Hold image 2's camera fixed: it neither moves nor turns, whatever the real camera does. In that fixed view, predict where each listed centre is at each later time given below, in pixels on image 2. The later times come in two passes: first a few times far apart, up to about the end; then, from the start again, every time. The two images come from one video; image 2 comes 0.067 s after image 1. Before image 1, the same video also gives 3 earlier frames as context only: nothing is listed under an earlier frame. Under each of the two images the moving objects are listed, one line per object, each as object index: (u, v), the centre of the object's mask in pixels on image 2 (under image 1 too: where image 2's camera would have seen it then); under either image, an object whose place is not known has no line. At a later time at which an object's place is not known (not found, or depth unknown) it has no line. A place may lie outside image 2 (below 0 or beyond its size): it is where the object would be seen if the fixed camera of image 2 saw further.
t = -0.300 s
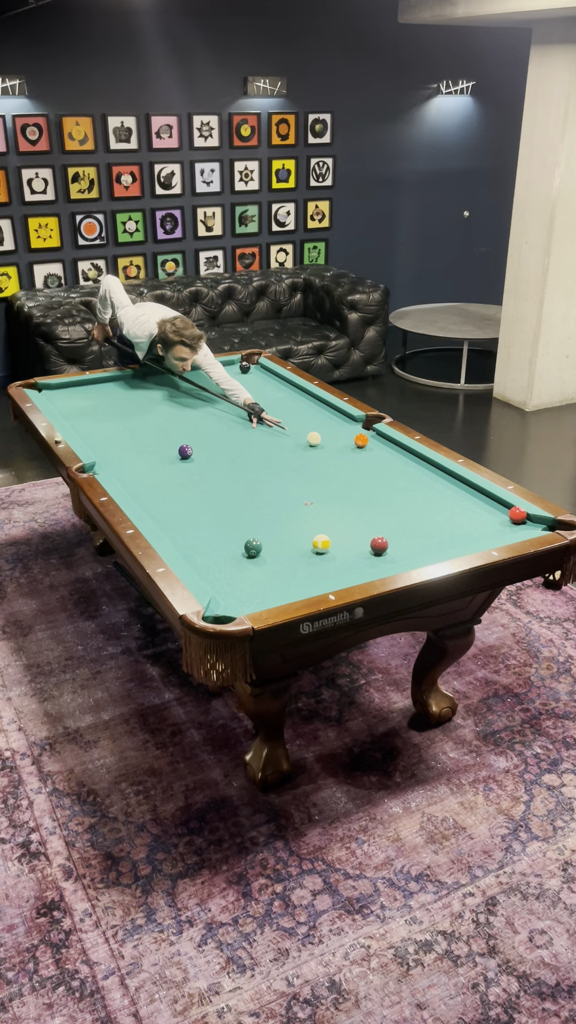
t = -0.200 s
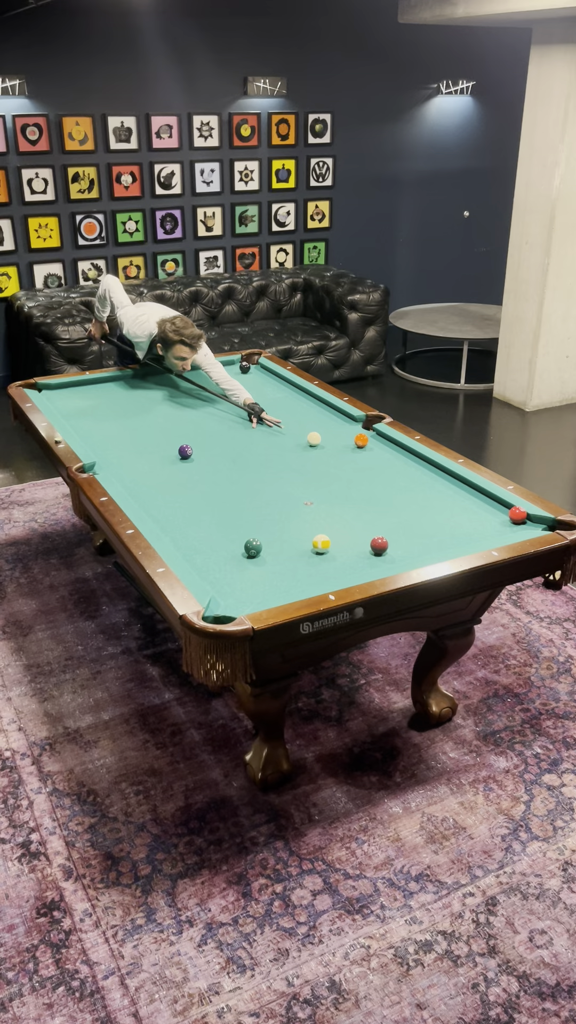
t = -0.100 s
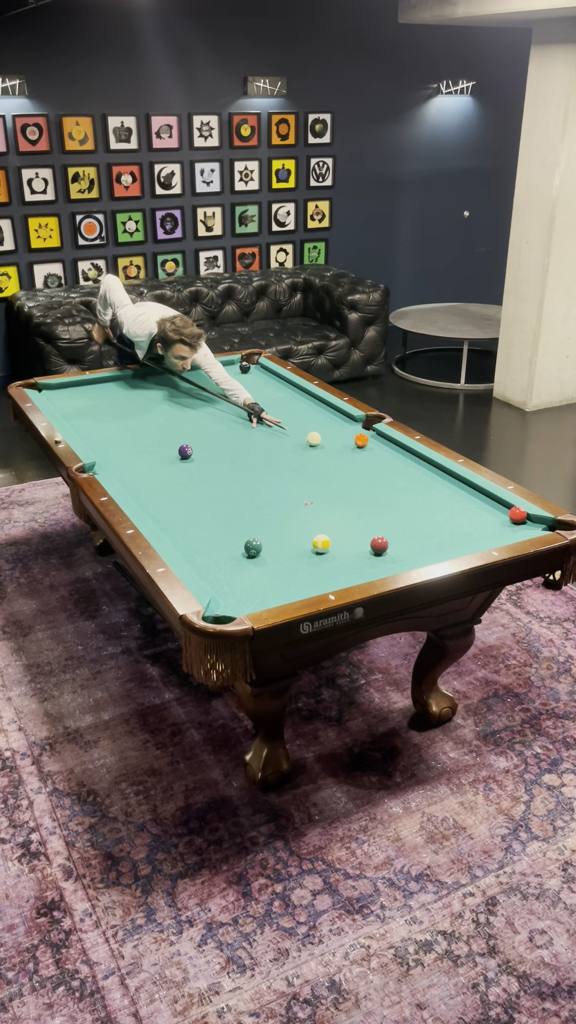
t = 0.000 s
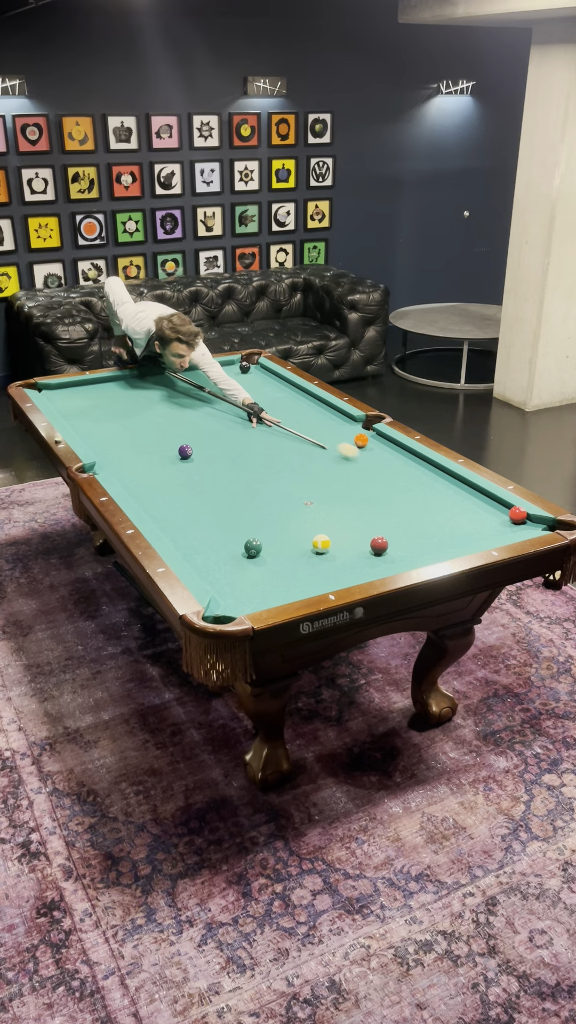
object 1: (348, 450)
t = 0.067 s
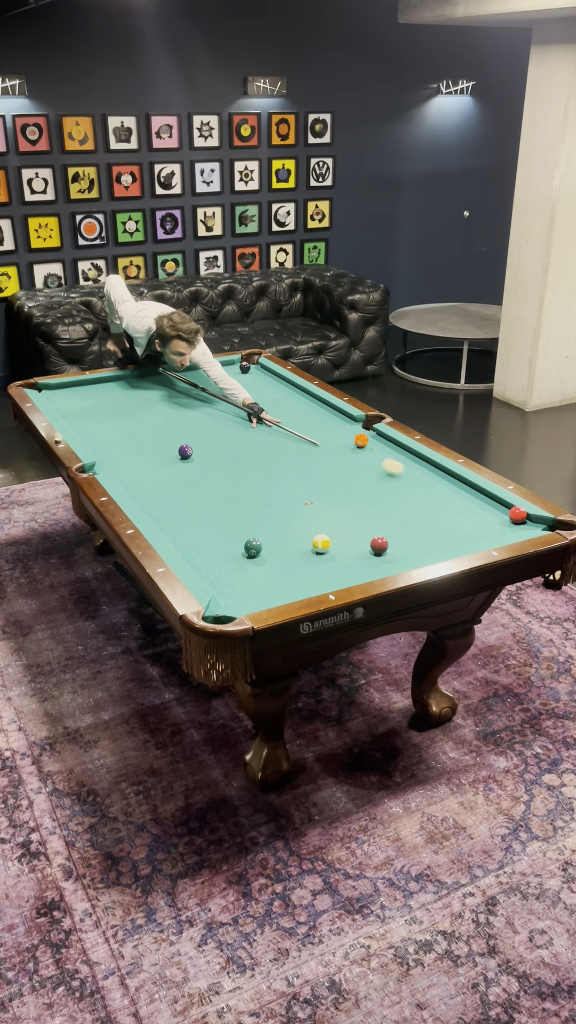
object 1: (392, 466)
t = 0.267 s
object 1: (506, 508)
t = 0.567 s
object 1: (473, 500)
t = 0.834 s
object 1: (446, 494)
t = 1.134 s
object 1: (419, 489)
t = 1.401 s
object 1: (397, 484)
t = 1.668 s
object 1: (377, 480)
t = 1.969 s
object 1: (358, 475)
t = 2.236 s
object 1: (342, 472)
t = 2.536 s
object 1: (327, 469)
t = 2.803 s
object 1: (315, 466)
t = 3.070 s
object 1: (306, 464)
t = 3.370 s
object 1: (296, 462)
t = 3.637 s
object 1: (289, 461)
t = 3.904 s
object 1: (284, 460)
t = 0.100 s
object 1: (415, 475)
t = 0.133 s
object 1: (438, 483)
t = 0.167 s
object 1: (462, 492)
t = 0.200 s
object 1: (486, 501)
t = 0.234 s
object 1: (505, 508)
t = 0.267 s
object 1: (506, 508)
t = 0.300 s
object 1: (502, 507)
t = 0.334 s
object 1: (499, 506)
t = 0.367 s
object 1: (495, 505)
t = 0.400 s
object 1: (491, 504)
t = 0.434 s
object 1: (487, 503)
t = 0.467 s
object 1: (484, 503)
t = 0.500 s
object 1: (480, 502)
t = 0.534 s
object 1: (476, 501)
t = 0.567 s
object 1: (473, 500)
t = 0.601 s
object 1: (469, 500)
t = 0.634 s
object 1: (466, 498)
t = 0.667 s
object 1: (462, 498)
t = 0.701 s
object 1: (459, 497)
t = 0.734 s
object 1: (455, 497)
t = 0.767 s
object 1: (452, 496)
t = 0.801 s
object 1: (449, 495)
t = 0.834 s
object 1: (446, 494)
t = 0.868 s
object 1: (443, 494)
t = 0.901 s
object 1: (439, 493)
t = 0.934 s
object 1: (436, 493)
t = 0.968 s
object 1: (433, 492)
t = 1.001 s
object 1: (430, 491)
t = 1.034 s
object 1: (427, 491)
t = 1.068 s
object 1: (424, 490)
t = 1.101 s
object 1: (421, 489)
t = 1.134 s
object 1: (419, 489)
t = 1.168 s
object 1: (416, 488)
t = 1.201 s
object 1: (413, 488)
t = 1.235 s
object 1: (410, 487)
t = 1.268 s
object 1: (407, 486)
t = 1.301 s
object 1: (405, 486)
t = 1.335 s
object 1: (402, 485)
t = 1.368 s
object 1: (399, 485)
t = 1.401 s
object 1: (397, 484)
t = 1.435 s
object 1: (394, 483)
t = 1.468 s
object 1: (392, 483)
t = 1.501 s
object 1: (389, 482)
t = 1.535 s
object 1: (387, 482)
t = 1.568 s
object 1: (385, 481)
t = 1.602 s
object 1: (382, 481)
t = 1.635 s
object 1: (380, 480)
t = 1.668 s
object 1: (377, 480)
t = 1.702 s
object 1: (375, 479)
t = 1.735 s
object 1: (373, 479)
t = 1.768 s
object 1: (371, 478)
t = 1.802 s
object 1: (368, 478)
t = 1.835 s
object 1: (366, 477)
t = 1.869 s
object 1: (364, 477)
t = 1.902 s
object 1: (362, 476)
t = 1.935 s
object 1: (360, 476)
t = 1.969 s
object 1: (358, 475)
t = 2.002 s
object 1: (356, 475)
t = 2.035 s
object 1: (354, 475)
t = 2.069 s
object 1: (352, 474)
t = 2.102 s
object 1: (350, 474)
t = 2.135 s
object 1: (348, 474)
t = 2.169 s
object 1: (346, 473)
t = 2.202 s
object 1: (344, 473)
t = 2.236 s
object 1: (342, 472)
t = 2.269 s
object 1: (340, 472)
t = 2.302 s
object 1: (338, 472)
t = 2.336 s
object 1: (337, 471)
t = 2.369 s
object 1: (335, 471)
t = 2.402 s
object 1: (333, 470)
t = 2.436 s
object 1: (332, 470)
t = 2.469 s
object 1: (330, 470)
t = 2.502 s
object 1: (329, 469)
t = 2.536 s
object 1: (327, 469)
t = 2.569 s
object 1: (325, 469)
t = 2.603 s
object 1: (324, 468)
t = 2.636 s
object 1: (322, 468)
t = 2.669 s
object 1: (321, 468)
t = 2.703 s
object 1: (320, 467)
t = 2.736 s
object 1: (318, 467)
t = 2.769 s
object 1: (317, 467)
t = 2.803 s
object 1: (315, 466)
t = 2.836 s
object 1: (314, 466)
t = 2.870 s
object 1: (313, 466)
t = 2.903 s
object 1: (312, 466)
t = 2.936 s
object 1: (310, 465)
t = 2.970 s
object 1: (309, 465)
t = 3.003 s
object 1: (308, 465)
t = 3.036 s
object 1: (307, 464)
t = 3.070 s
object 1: (306, 464)
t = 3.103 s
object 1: (304, 464)
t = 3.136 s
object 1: (303, 464)
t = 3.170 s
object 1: (302, 463)
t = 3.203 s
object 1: (301, 463)
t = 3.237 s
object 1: (300, 463)
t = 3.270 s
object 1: (299, 463)
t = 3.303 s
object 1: (298, 463)
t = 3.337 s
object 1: (297, 462)
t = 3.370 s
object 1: (296, 462)
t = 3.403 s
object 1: (295, 462)
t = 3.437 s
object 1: (294, 462)
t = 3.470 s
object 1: (293, 462)
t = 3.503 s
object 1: (293, 462)
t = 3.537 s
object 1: (292, 461)
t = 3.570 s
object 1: (291, 461)
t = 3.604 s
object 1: (290, 461)
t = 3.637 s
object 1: (289, 461)
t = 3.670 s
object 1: (289, 461)
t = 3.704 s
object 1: (288, 461)
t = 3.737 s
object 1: (287, 460)
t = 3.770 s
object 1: (287, 460)
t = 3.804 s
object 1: (286, 460)
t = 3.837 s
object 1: (285, 460)
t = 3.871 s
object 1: (285, 460)
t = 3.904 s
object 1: (284, 460)
